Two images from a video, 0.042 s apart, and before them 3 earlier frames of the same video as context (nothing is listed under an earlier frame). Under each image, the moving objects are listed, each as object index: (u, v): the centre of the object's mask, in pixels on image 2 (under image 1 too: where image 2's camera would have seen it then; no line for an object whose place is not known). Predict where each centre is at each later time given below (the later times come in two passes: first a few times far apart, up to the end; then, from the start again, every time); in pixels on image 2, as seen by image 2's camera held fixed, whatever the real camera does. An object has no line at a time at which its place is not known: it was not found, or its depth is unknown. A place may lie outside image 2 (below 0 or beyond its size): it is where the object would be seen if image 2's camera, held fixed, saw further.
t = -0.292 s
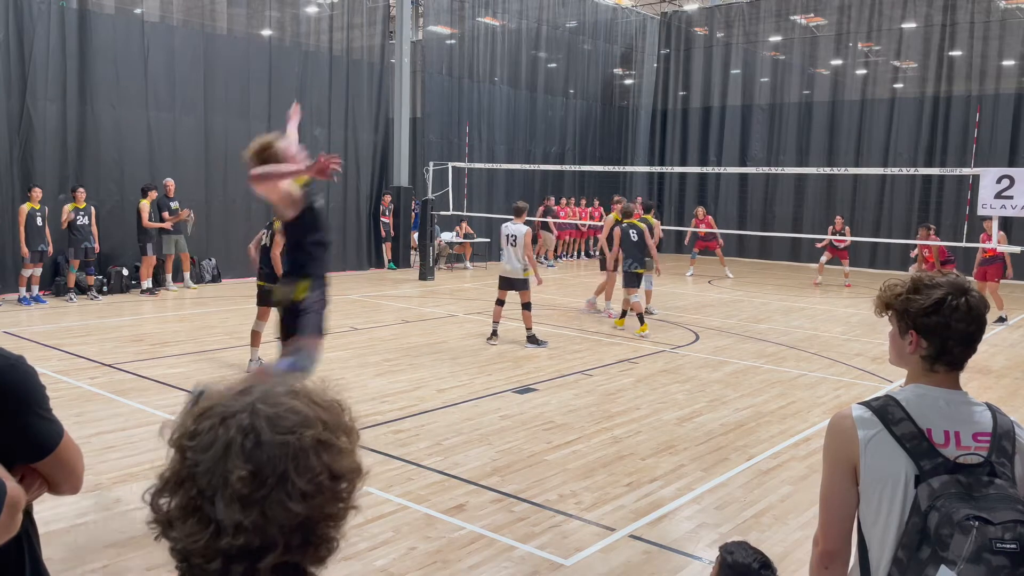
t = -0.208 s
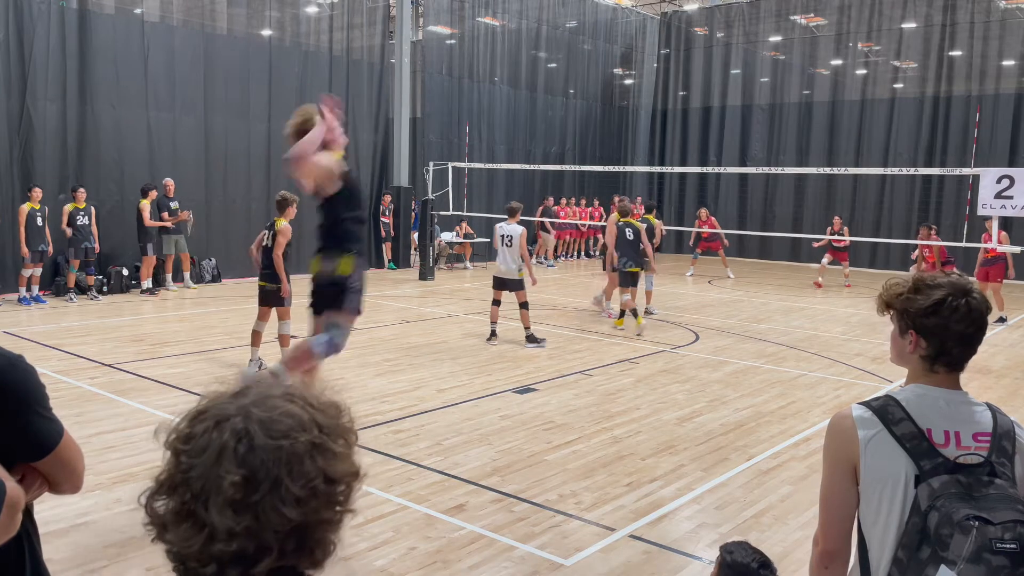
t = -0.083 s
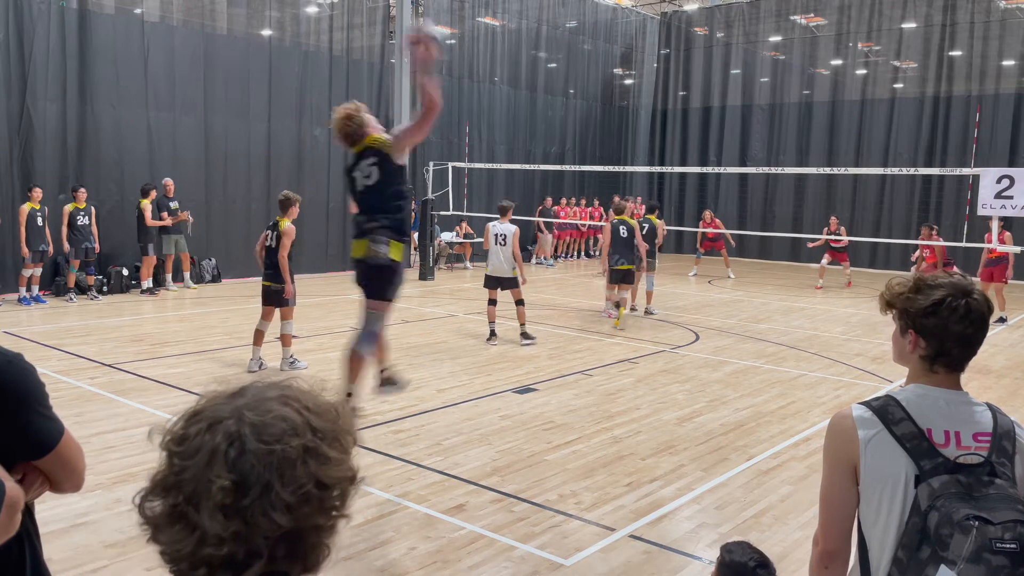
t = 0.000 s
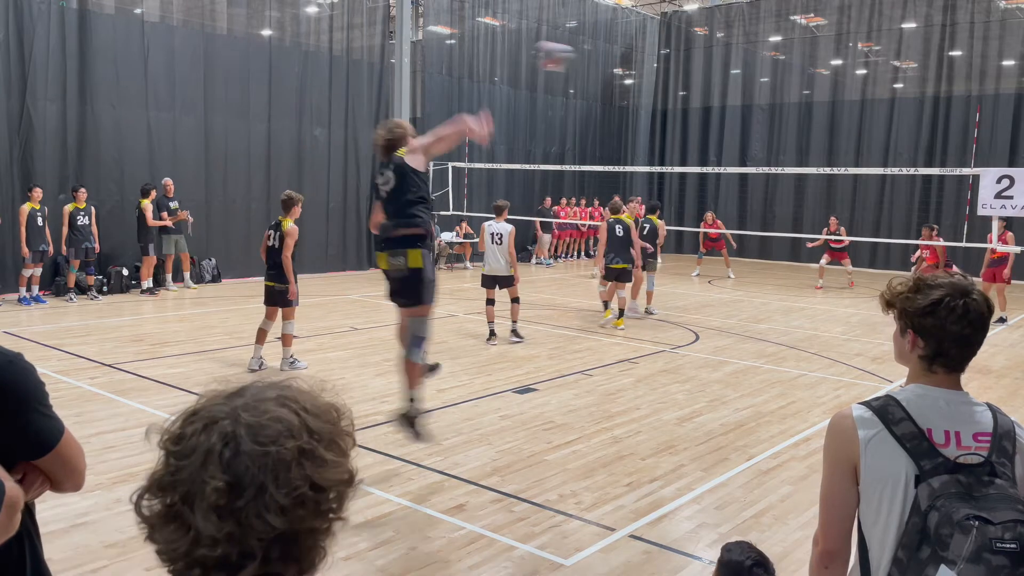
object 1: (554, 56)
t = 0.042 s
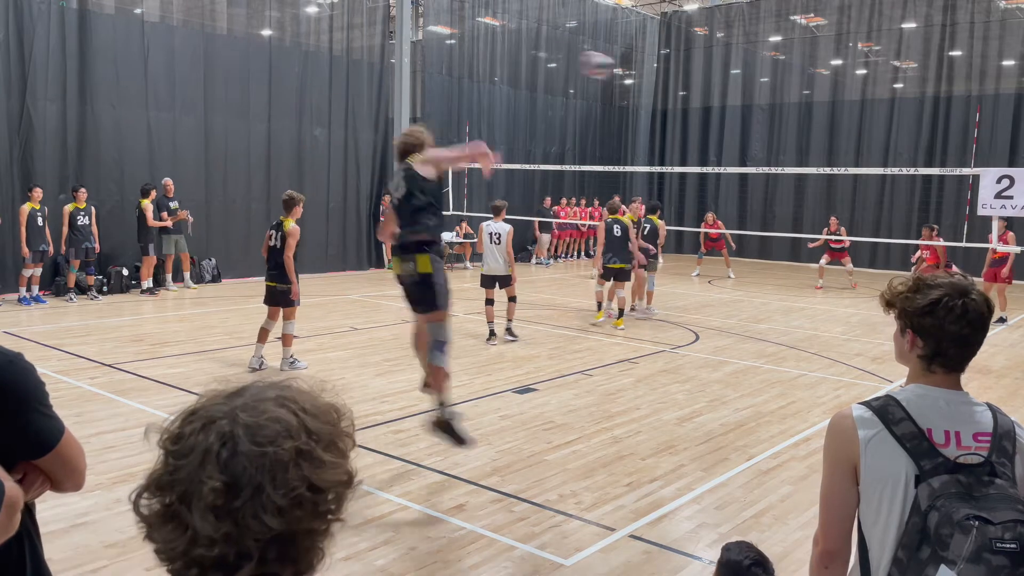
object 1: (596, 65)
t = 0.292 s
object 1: (717, 136)
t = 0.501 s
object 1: (751, 197)
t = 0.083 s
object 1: (630, 75)
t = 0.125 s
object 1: (656, 86)
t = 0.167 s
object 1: (675, 99)
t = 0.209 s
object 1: (692, 111)
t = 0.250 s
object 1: (706, 123)
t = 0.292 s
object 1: (717, 136)
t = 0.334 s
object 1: (727, 149)
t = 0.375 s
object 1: (734, 161)
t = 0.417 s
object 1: (741, 173)
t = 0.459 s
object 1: (746, 185)
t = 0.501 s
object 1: (751, 197)
